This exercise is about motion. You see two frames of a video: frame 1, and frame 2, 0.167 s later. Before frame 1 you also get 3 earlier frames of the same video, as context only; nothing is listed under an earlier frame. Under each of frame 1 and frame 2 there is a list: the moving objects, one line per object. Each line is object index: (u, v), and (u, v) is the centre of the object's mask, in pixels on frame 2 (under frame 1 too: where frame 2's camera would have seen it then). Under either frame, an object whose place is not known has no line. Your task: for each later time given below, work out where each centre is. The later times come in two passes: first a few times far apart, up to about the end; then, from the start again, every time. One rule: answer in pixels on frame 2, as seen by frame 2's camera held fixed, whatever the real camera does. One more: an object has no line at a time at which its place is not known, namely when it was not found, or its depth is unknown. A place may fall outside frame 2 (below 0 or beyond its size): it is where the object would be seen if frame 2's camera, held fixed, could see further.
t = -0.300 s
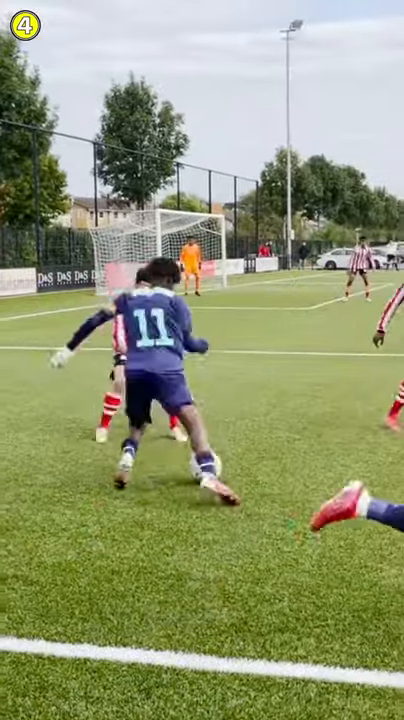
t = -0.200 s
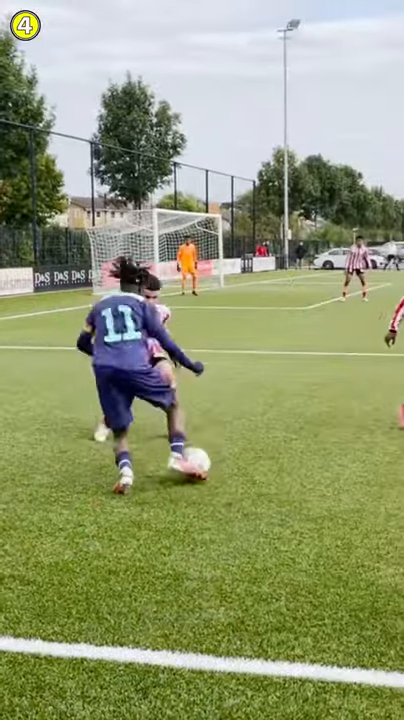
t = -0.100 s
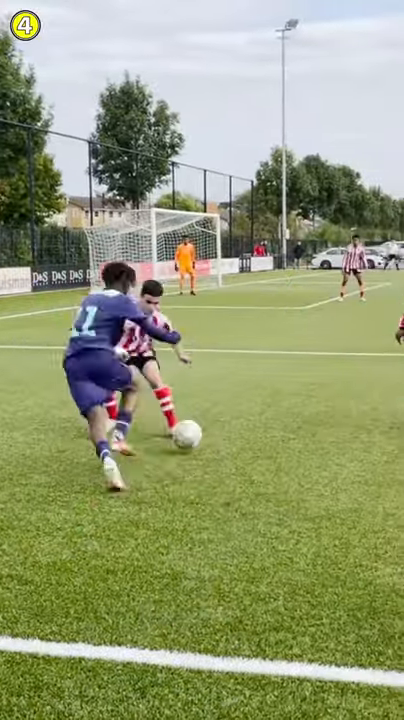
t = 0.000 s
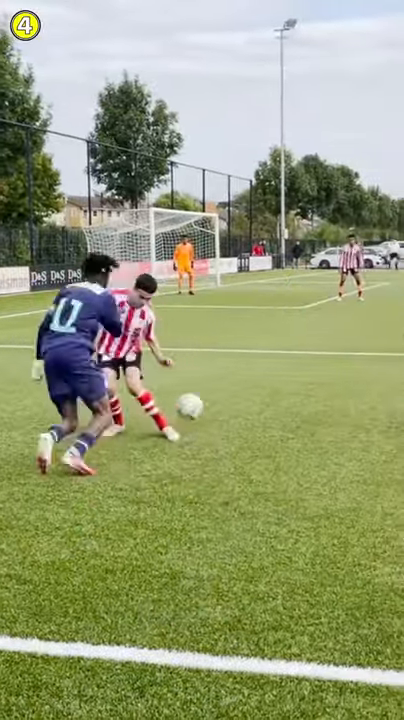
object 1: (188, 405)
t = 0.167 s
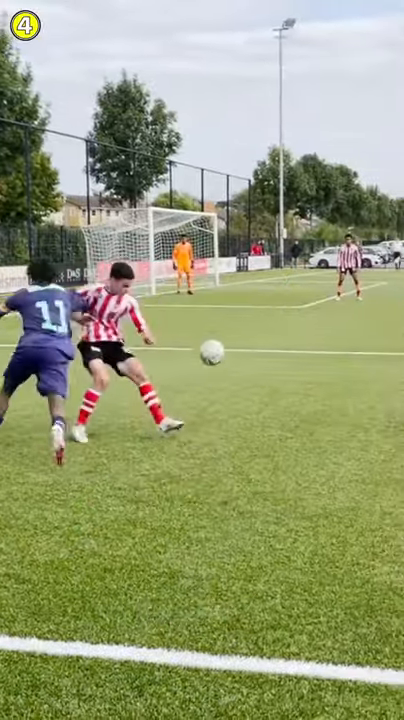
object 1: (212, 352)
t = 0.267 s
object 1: (224, 338)
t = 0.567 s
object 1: (253, 363)
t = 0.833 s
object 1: (269, 351)
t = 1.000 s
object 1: (275, 352)
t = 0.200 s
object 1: (216, 346)
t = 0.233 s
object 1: (219, 341)
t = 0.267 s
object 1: (224, 338)
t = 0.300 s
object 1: (228, 336)
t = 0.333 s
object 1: (232, 336)
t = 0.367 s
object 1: (235, 336)
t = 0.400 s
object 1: (238, 338)
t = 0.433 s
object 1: (241, 341)
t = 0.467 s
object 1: (245, 345)
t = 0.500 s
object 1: (248, 350)
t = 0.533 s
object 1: (250, 356)
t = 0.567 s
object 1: (253, 363)
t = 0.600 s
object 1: (256, 371)
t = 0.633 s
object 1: (259, 380)
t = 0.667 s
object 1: (261, 377)
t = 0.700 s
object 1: (262, 369)
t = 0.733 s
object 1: (264, 363)
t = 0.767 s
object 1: (265, 359)
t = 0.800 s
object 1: (267, 354)
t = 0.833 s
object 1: (269, 351)
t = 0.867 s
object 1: (270, 349)
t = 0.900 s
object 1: (271, 349)
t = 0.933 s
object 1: (272, 349)
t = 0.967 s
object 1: (273, 349)
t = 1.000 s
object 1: (275, 352)
